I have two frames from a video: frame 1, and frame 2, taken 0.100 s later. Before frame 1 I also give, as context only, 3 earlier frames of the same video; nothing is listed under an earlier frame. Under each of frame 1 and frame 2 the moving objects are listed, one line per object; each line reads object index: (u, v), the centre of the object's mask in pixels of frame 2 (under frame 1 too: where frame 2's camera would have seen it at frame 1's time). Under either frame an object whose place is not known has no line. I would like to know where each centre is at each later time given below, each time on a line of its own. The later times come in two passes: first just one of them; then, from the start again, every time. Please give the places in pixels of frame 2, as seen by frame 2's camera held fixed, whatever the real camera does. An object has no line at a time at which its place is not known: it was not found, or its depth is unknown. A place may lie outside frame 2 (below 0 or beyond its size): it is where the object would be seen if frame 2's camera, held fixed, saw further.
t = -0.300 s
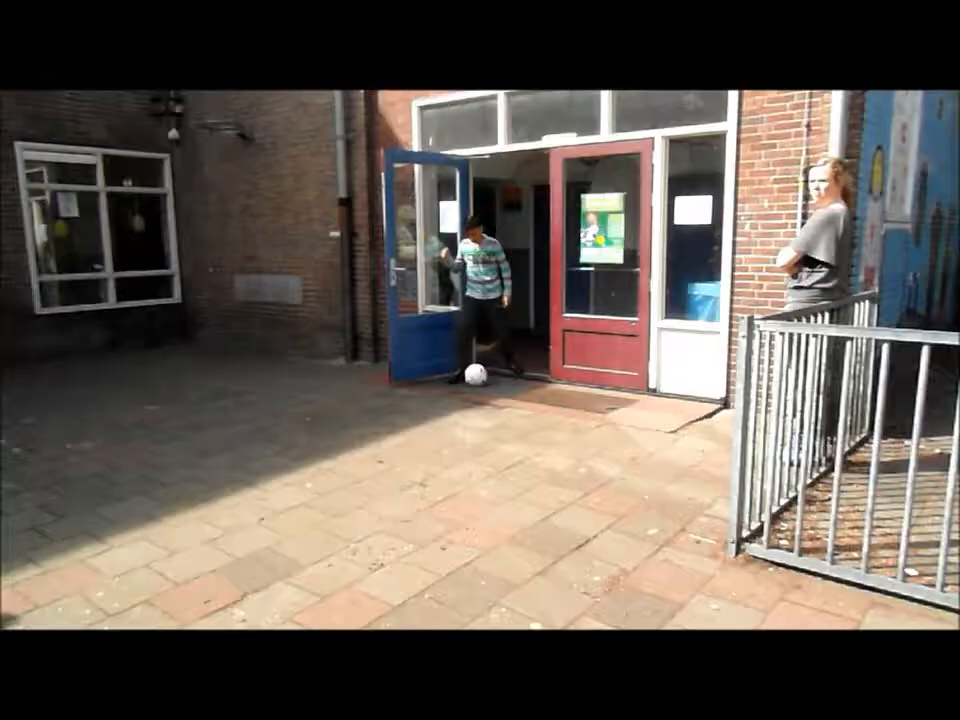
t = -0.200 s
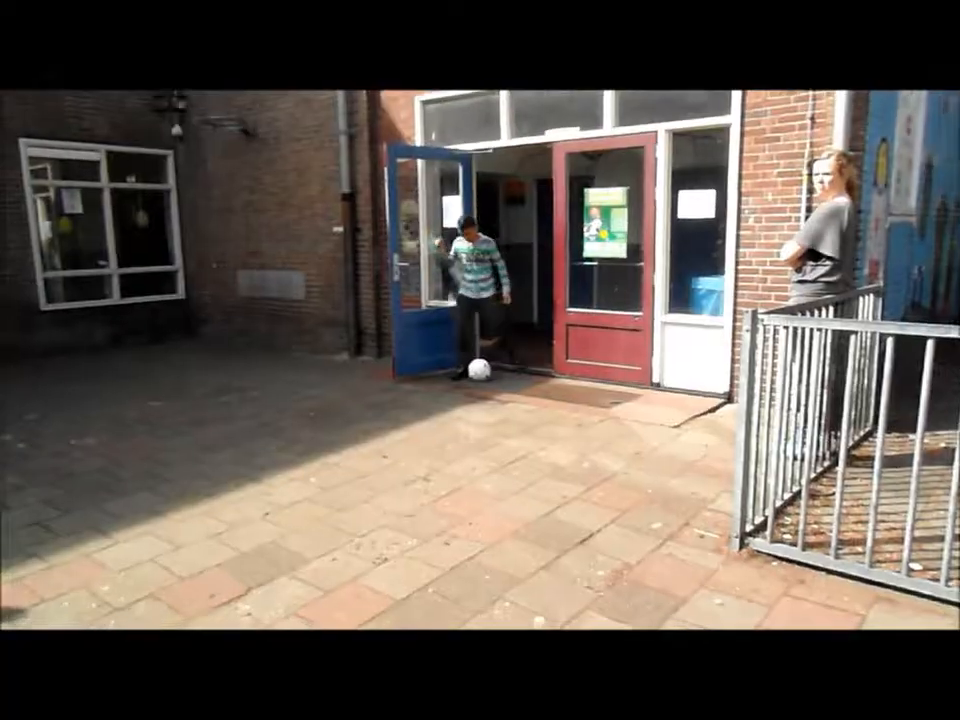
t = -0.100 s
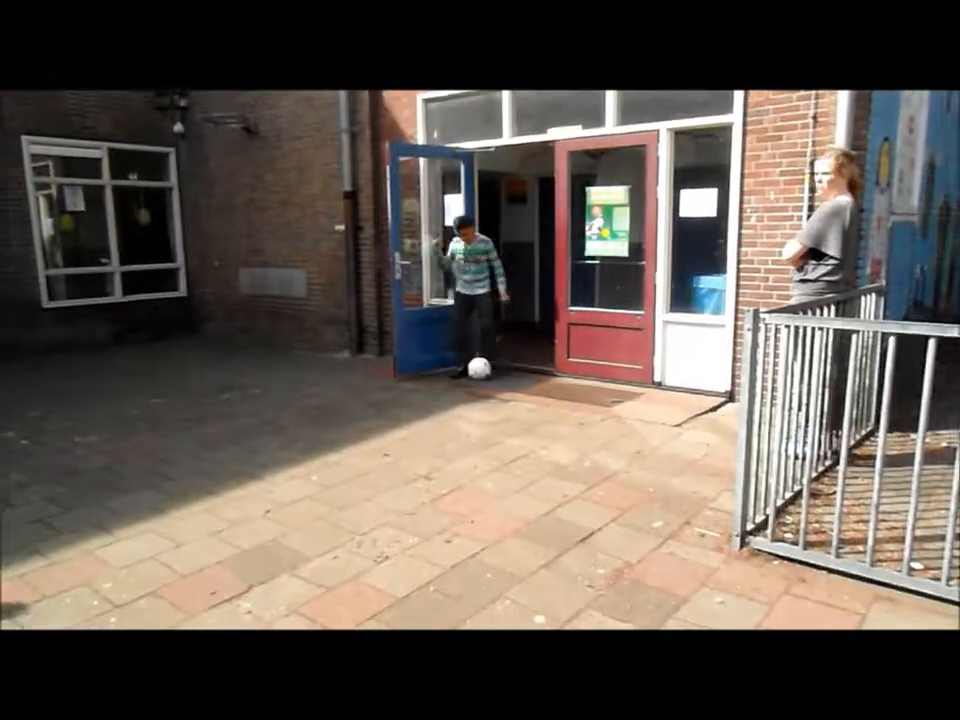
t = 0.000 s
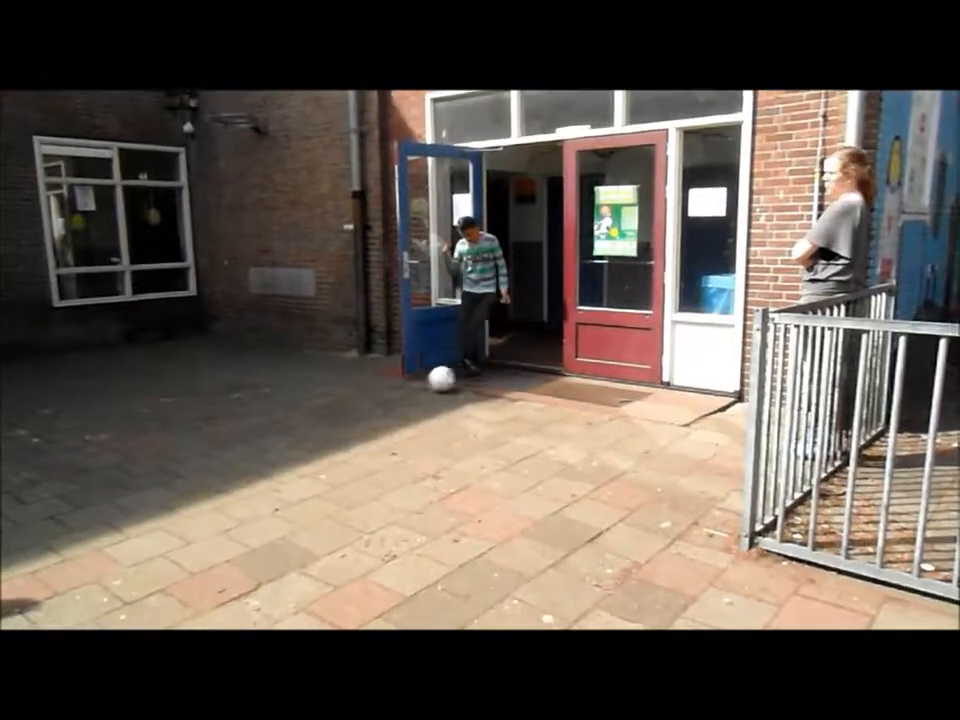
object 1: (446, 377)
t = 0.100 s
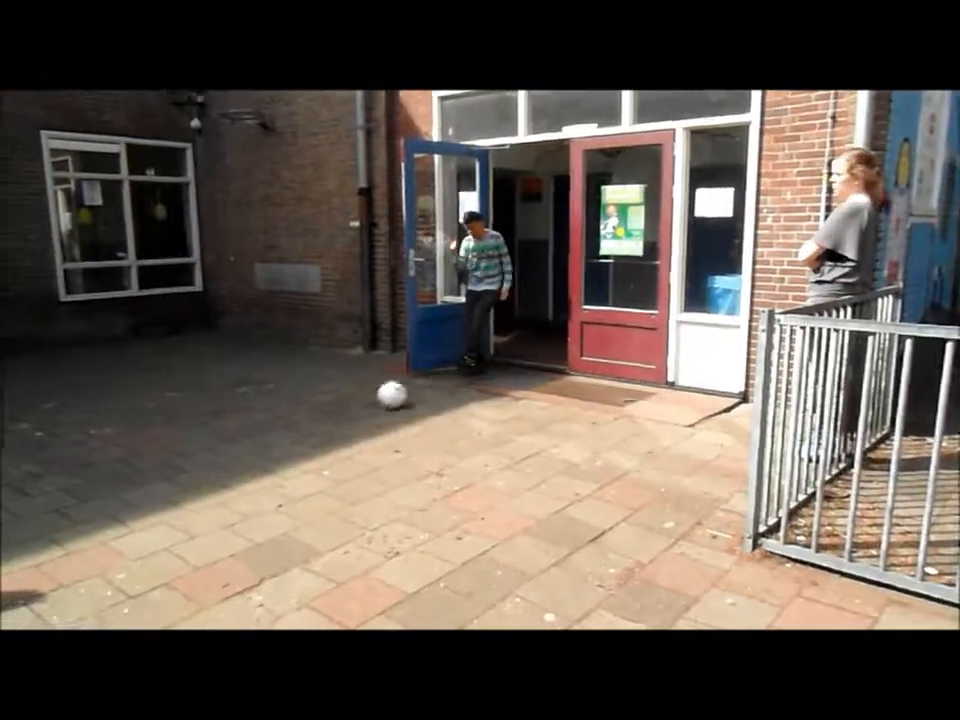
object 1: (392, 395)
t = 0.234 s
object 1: (314, 421)
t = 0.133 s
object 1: (373, 400)
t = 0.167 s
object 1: (354, 408)
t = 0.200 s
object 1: (335, 414)
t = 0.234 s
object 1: (314, 421)
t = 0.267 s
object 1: (293, 428)
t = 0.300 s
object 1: (273, 434)
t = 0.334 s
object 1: (252, 440)
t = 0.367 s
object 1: (230, 447)
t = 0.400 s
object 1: (207, 456)
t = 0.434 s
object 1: (186, 462)
